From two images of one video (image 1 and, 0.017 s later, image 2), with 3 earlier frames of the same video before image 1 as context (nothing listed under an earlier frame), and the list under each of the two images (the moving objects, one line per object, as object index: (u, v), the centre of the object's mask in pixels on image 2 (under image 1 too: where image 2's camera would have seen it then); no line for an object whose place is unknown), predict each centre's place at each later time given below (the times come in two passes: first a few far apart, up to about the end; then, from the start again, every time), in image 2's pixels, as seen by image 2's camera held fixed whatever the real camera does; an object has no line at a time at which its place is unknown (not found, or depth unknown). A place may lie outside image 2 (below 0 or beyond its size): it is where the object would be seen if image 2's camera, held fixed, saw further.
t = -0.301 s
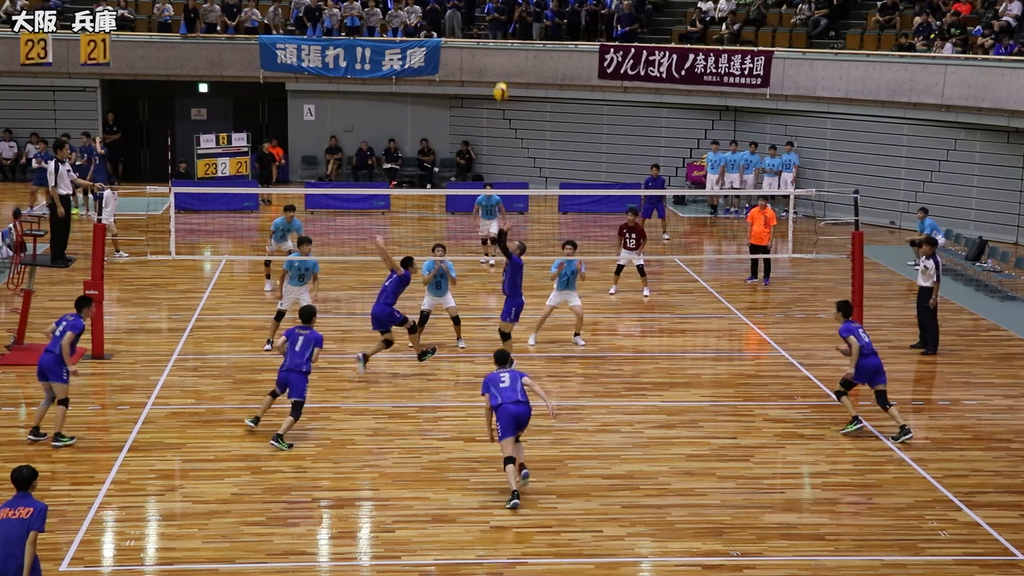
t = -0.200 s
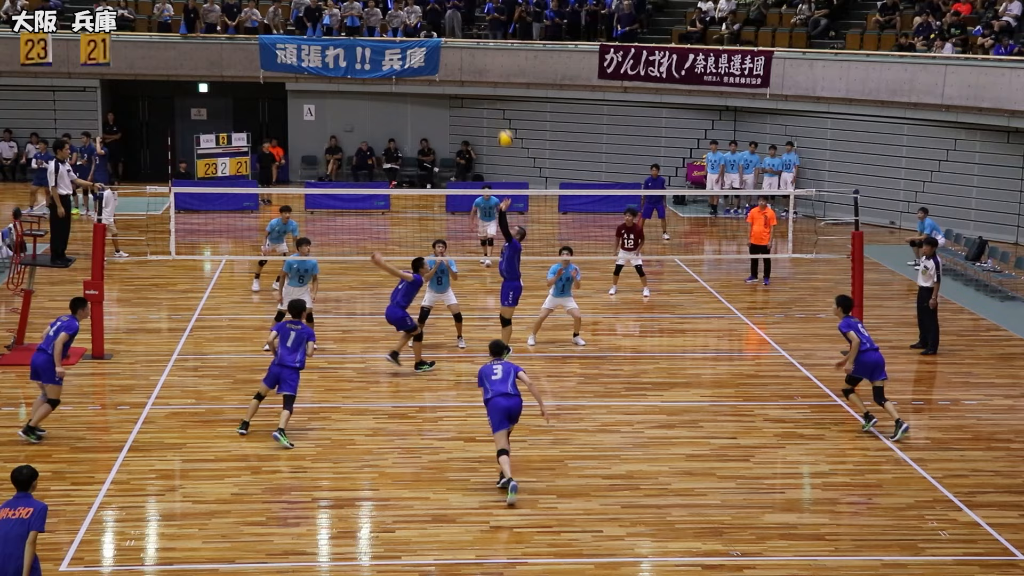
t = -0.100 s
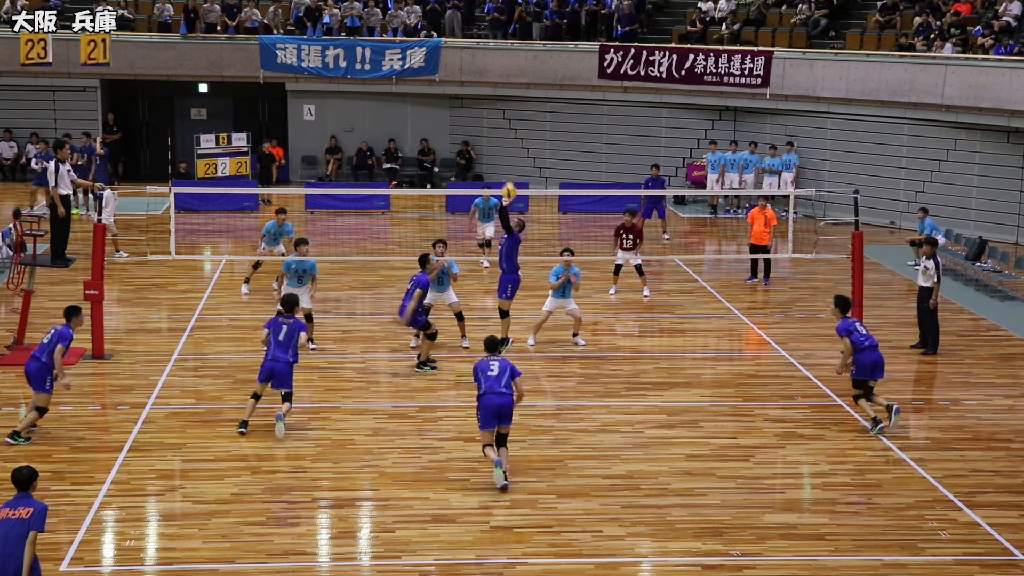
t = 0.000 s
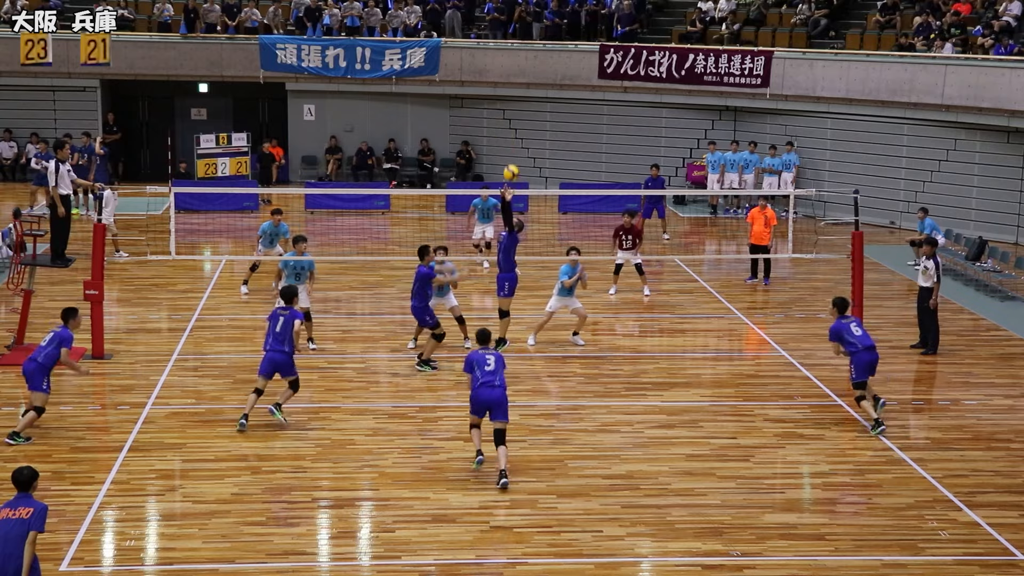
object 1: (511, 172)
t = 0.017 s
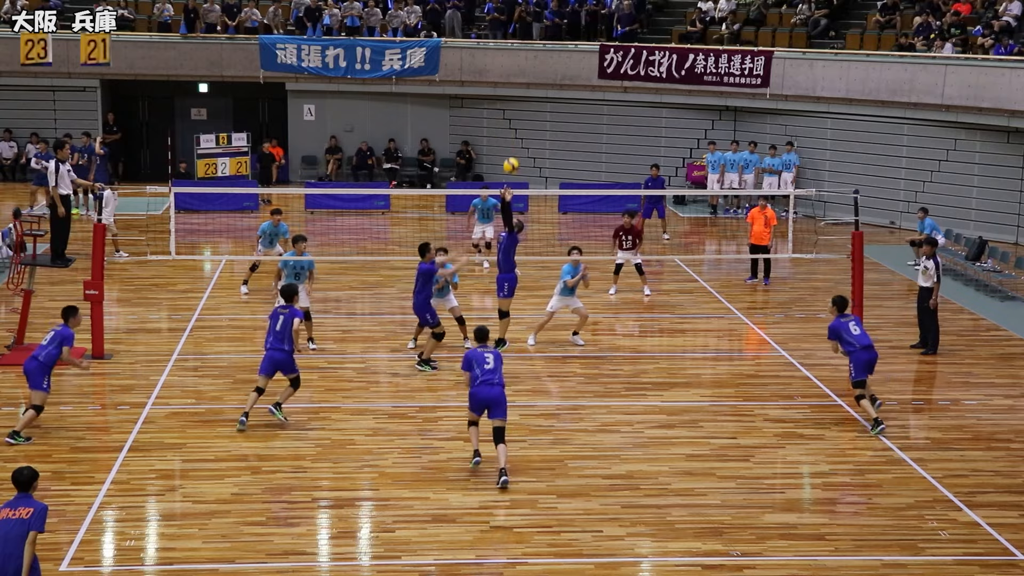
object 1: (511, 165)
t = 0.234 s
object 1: (509, 91)
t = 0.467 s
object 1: (507, 47)
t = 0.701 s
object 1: (504, 43)
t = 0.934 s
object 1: (500, 81)
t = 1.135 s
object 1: (496, 144)
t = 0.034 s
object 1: (511, 159)
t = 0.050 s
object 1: (511, 152)
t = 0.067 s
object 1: (511, 145)
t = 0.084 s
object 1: (510, 139)
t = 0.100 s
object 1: (510, 133)
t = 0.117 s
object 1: (510, 127)
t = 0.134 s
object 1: (510, 121)
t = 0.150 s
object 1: (510, 116)
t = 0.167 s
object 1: (510, 111)
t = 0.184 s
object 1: (510, 105)
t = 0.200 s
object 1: (510, 101)
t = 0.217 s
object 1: (509, 96)
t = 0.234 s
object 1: (509, 91)
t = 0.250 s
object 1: (509, 86)
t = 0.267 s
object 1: (509, 82)
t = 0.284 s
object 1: (509, 79)
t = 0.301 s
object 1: (509, 75)
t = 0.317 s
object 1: (508, 71)
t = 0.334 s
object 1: (508, 68)
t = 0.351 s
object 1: (508, 64)
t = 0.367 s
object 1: (508, 61)
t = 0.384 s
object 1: (507, 58)
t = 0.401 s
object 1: (507, 56)
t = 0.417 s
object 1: (507, 53)
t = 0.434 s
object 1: (507, 51)
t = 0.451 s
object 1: (507, 49)
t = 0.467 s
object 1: (507, 47)
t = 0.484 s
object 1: (506, 46)
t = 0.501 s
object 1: (506, 45)
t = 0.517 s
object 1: (506, 43)
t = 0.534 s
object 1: (506, 43)
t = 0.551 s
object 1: (506, 42)
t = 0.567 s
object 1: (506, 41)
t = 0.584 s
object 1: (505, 41)
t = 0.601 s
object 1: (505, 41)
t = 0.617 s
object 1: (505, 40)
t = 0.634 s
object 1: (505, 41)
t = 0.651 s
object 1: (504, 41)
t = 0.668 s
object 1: (504, 42)
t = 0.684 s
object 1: (504, 43)
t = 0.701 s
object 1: (504, 43)
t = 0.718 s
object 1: (504, 45)
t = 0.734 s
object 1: (503, 46)
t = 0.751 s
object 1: (503, 48)
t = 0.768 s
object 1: (503, 50)
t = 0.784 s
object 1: (502, 52)
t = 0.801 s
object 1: (502, 55)
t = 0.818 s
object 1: (502, 57)
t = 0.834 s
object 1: (502, 60)
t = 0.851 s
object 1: (502, 63)
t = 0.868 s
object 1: (501, 66)
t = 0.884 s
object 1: (501, 69)
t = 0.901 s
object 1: (501, 73)
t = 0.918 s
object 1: (500, 77)
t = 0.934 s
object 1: (500, 81)
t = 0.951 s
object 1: (500, 85)
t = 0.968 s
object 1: (499, 90)
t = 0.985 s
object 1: (499, 94)
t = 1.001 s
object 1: (499, 99)
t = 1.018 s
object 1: (498, 103)
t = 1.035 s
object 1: (498, 109)
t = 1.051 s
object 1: (498, 114)
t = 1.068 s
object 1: (497, 120)
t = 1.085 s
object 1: (497, 126)
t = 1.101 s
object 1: (497, 131)
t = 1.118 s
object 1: (496, 137)
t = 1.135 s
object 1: (496, 144)
